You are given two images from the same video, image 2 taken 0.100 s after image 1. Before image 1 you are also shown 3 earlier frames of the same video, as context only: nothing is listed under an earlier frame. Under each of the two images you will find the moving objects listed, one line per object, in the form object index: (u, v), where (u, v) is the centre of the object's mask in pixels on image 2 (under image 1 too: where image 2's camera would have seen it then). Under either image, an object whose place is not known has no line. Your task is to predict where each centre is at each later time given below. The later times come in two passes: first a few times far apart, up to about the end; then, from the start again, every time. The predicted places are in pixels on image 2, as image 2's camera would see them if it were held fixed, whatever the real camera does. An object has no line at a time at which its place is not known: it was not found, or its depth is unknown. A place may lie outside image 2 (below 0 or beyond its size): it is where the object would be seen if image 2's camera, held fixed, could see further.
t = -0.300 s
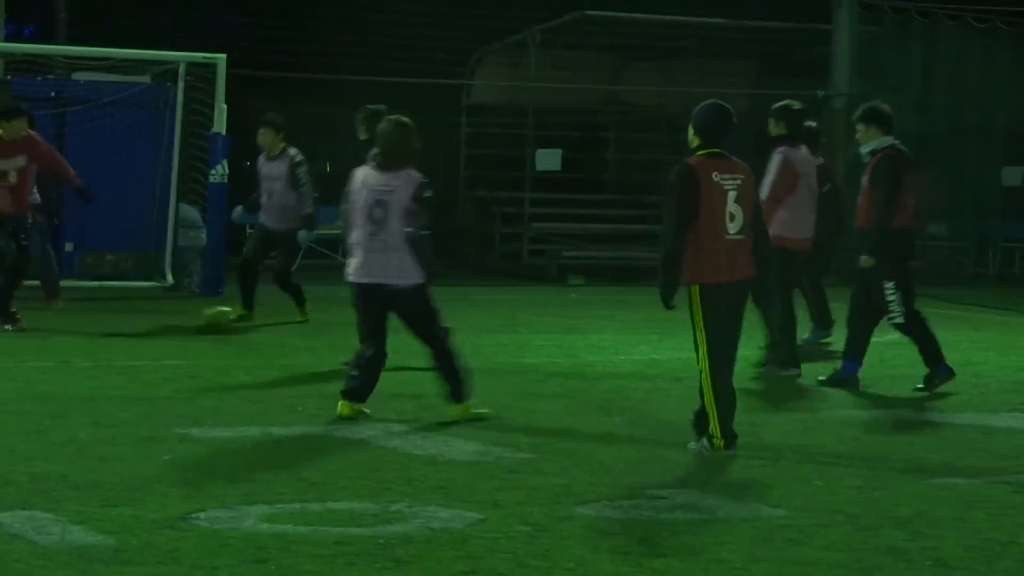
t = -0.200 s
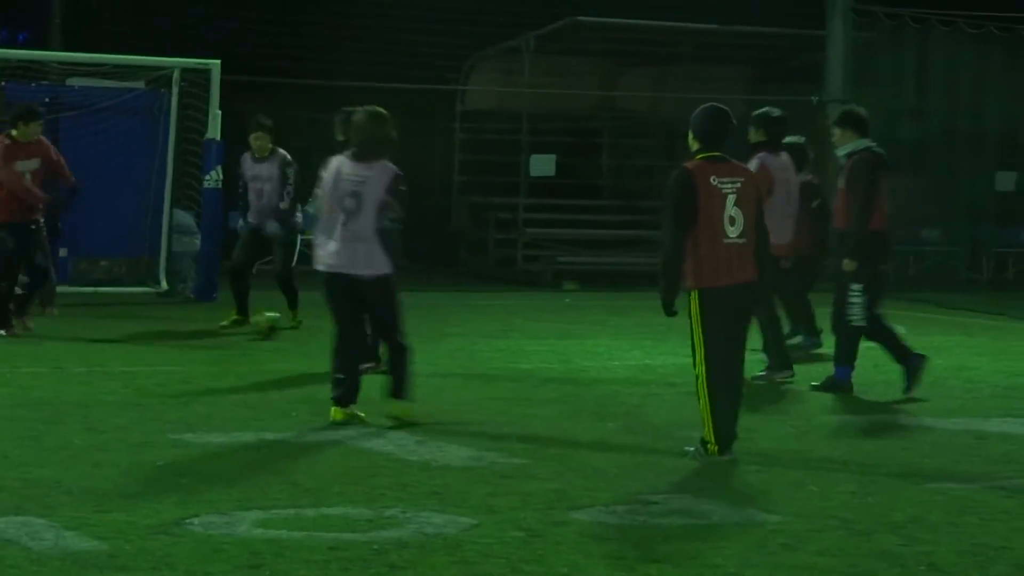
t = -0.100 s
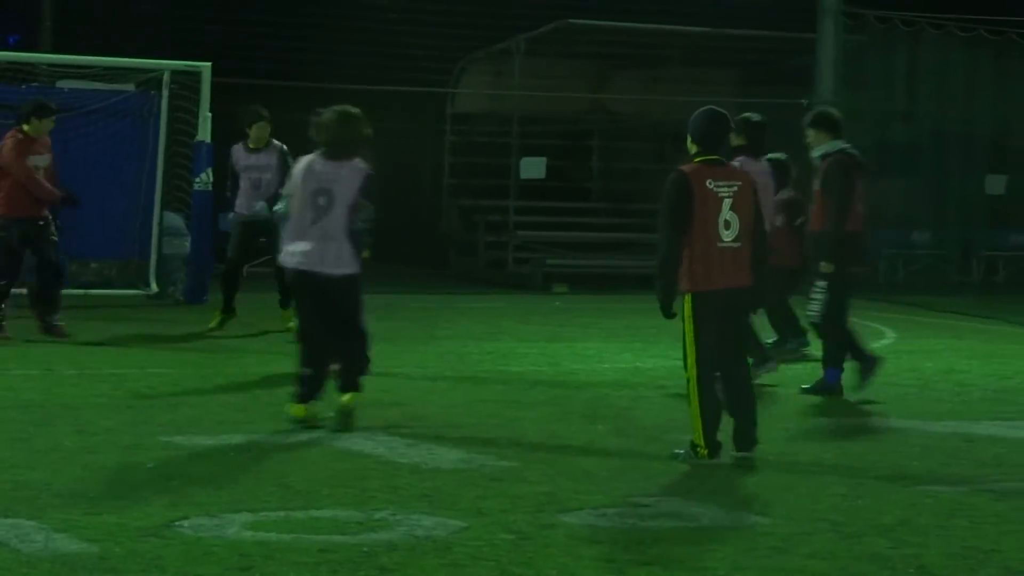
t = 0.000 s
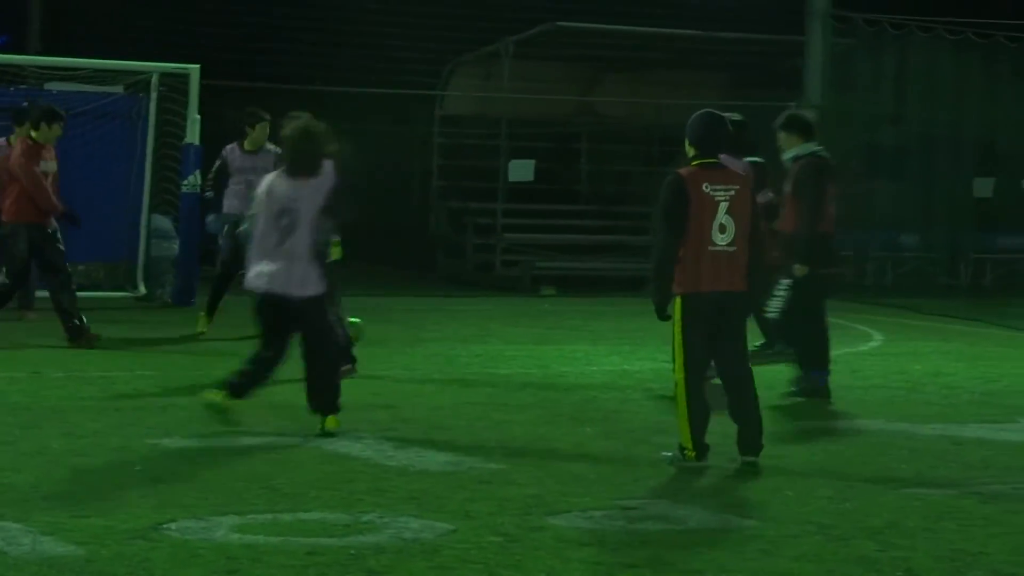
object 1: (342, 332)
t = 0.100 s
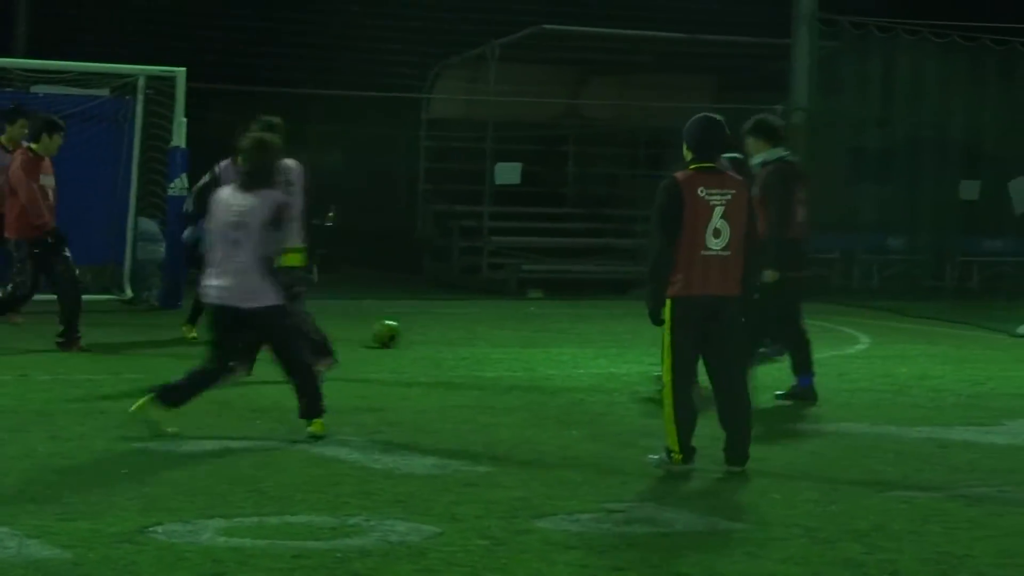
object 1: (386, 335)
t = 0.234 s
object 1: (450, 335)
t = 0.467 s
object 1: (556, 335)
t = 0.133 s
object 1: (403, 335)
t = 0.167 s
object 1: (418, 335)
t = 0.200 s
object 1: (434, 334)
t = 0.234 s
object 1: (450, 335)
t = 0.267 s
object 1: (466, 335)
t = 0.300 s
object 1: (481, 336)
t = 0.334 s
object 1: (496, 335)
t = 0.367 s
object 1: (512, 335)
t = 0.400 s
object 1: (526, 336)
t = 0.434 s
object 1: (541, 335)
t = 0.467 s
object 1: (556, 335)
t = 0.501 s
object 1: (569, 335)
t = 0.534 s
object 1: (584, 335)
